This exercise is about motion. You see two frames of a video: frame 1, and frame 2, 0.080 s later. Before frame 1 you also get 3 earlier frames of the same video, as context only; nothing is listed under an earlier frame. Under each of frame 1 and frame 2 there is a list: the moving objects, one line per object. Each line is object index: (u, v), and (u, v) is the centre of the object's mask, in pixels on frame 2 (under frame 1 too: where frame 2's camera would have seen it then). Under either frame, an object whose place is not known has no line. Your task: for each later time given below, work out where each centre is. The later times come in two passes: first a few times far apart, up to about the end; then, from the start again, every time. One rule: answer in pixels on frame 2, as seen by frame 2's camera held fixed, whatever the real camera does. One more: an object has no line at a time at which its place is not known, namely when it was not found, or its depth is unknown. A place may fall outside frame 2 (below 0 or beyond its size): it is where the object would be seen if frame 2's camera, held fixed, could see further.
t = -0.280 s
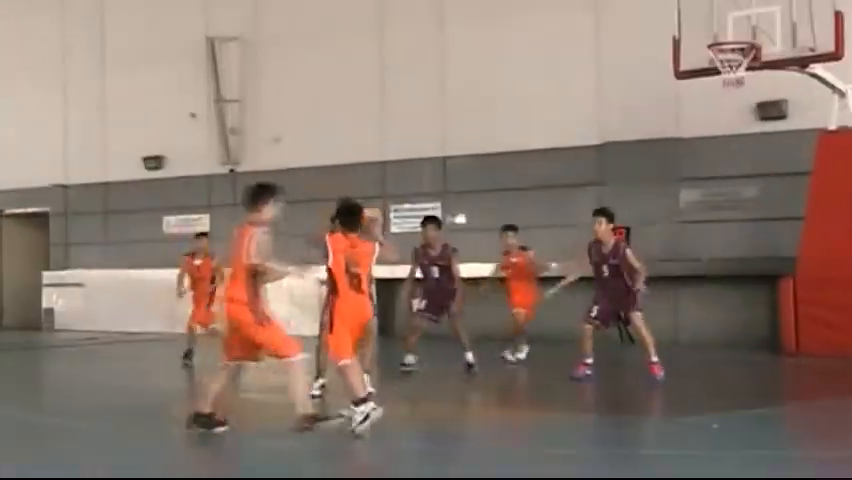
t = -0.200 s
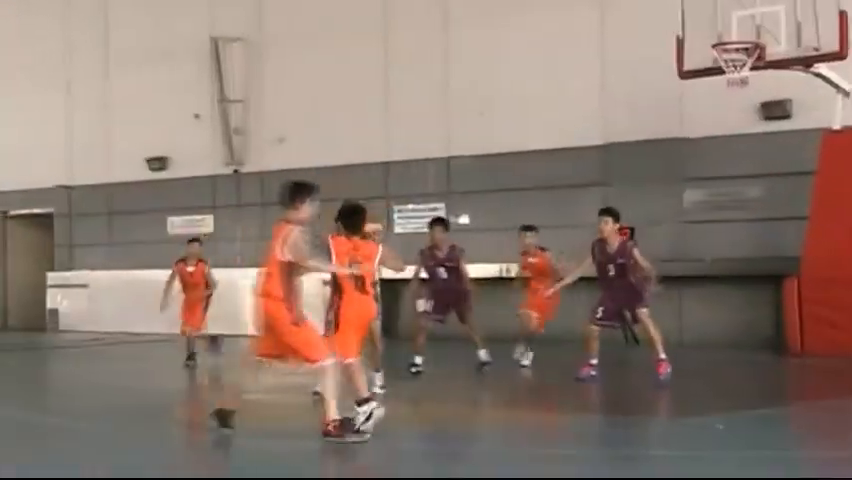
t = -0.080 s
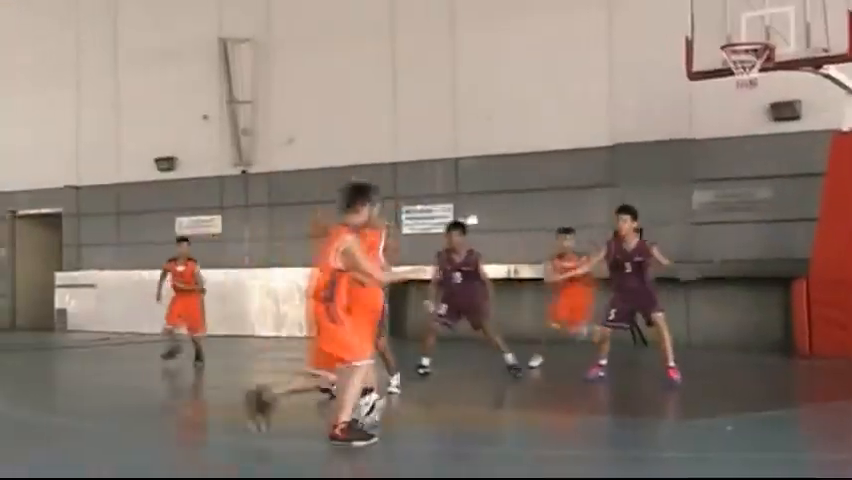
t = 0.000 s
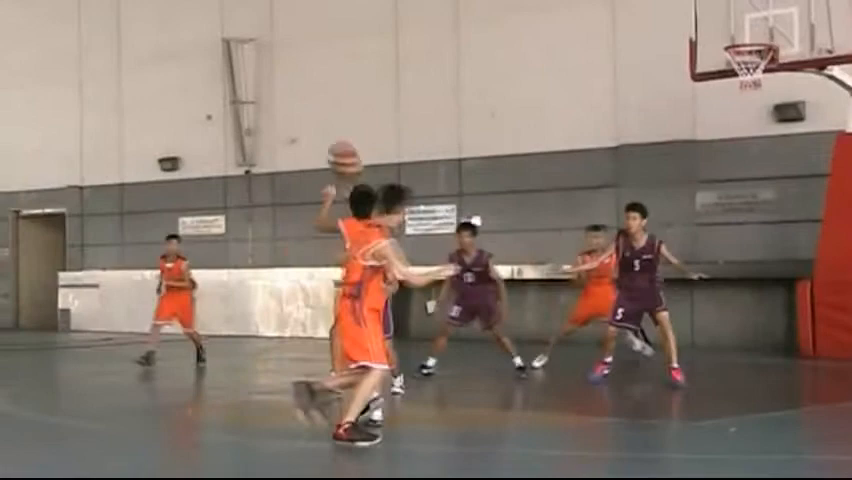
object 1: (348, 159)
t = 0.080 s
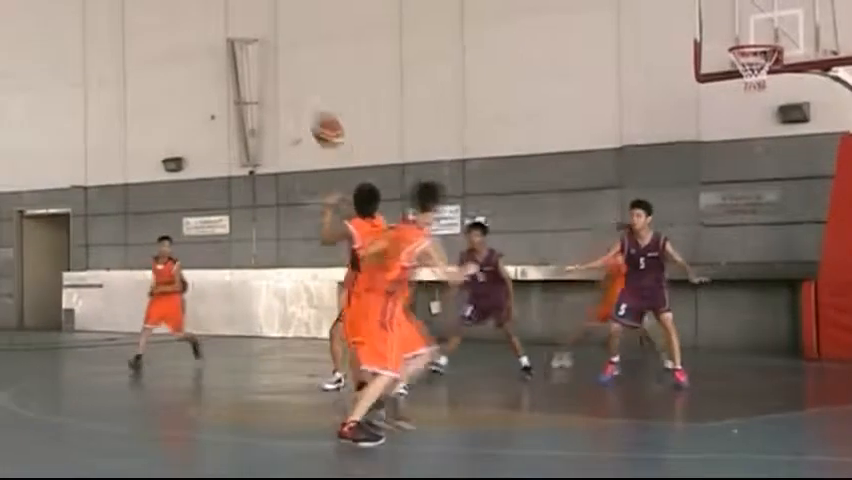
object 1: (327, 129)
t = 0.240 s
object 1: (294, 99)
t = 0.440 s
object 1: (256, 105)
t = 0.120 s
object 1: (318, 119)
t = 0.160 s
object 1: (310, 111)
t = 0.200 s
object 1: (301, 103)
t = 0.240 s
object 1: (294, 99)
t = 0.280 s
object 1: (286, 96)
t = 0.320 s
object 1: (278, 95)
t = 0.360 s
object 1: (271, 97)
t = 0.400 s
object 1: (263, 100)
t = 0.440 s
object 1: (256, 105)
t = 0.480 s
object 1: (250, 110)
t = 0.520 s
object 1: (244, 119)
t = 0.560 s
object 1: (239, 127)
